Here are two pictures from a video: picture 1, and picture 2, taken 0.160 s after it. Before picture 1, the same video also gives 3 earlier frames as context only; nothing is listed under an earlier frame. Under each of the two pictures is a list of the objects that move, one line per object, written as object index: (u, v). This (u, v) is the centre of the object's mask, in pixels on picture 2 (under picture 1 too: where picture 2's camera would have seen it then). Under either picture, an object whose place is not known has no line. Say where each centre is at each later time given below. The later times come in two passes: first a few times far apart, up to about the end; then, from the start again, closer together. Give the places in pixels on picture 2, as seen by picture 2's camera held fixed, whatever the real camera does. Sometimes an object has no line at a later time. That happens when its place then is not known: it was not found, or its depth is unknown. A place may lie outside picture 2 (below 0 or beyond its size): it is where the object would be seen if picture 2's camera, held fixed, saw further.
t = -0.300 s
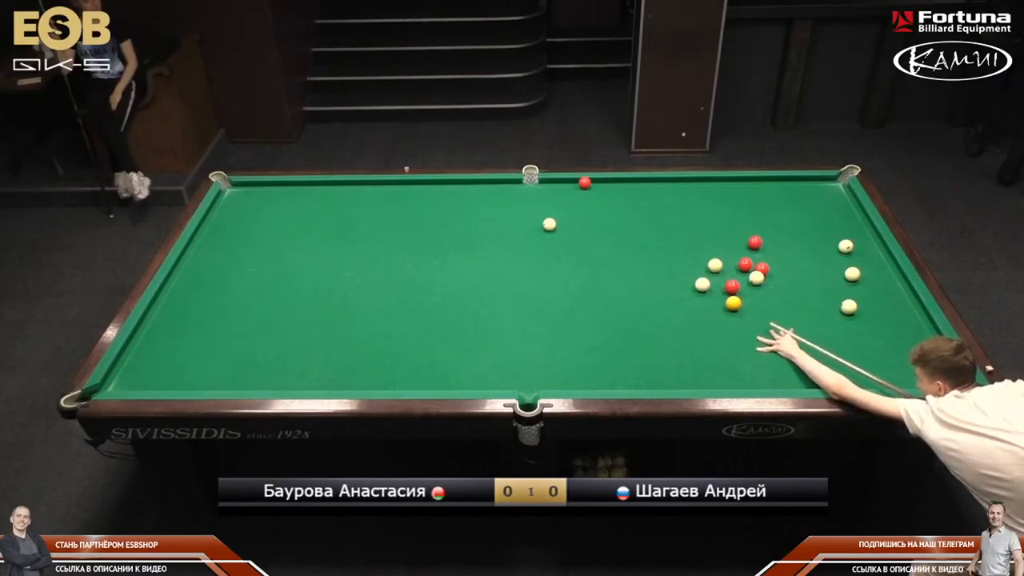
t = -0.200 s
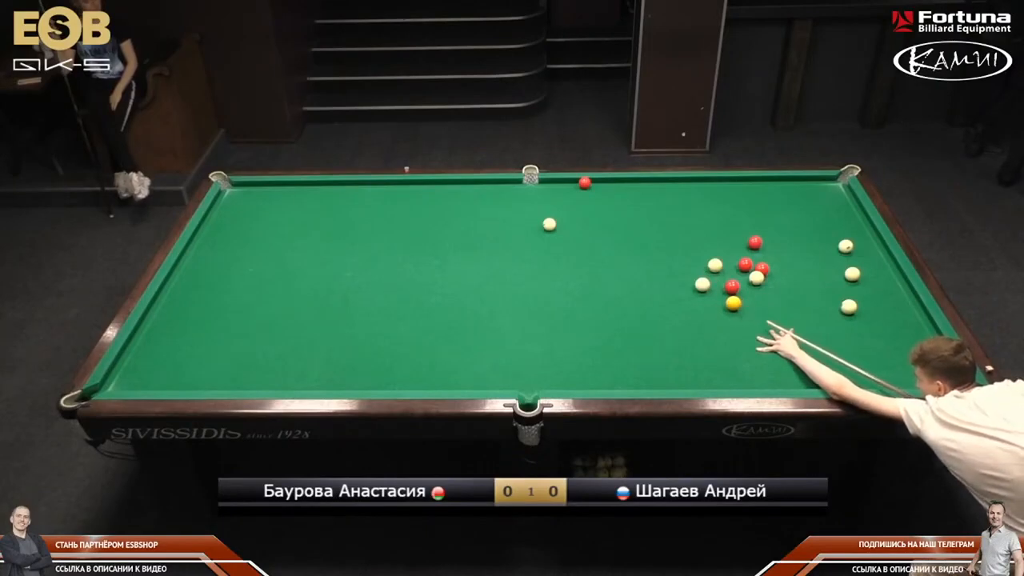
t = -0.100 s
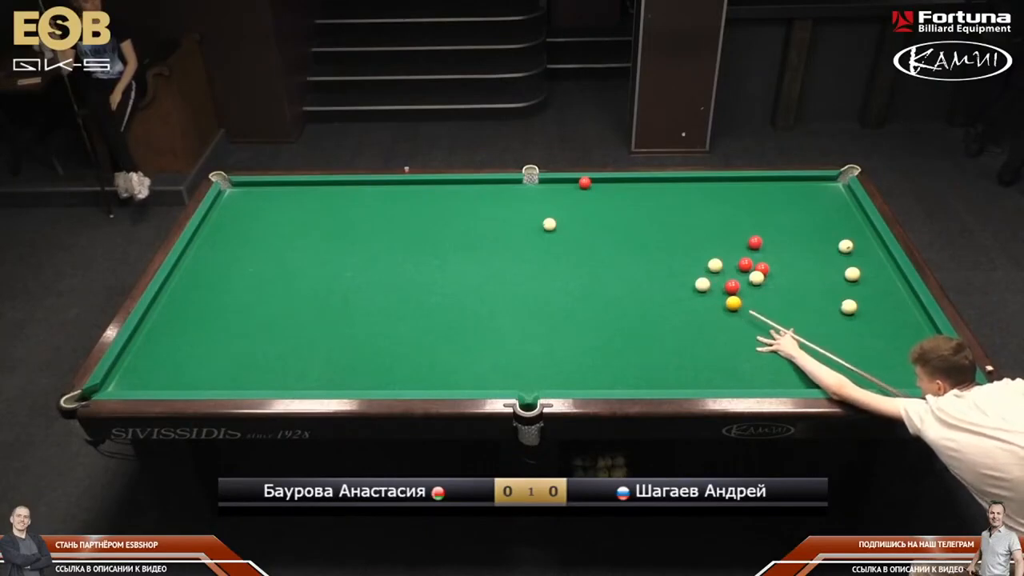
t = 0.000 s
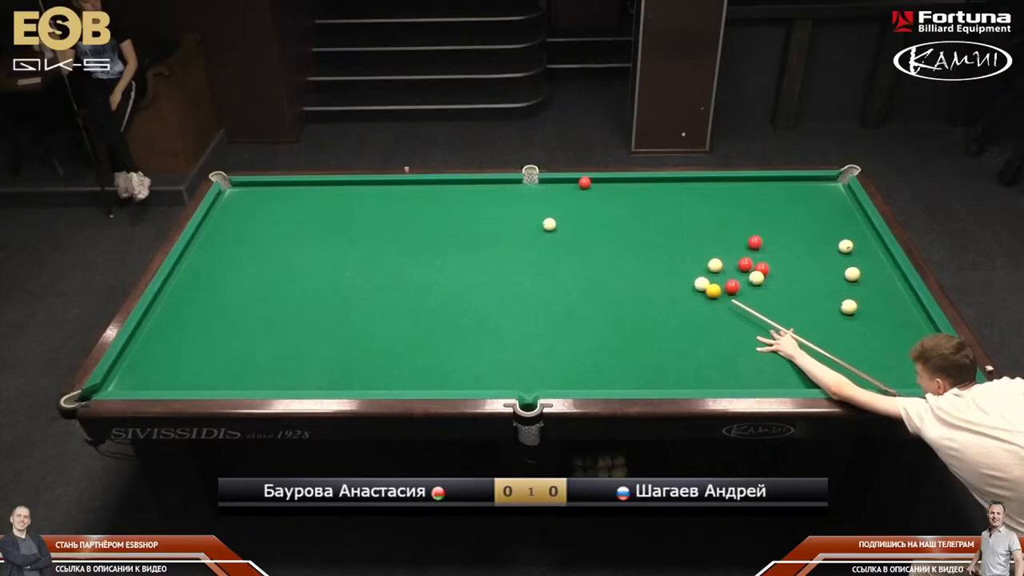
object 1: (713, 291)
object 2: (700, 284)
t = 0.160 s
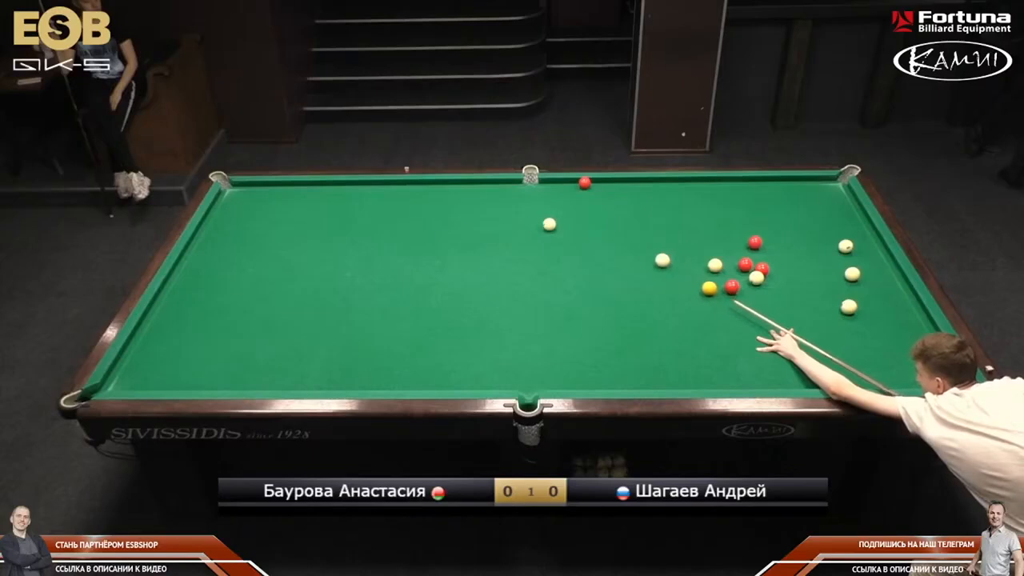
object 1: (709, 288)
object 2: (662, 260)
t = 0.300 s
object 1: (704, 285)
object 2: (637, 245)
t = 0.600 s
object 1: (694, 278)
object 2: (591, 217)
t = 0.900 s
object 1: (686, 272)
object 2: (551, 193)
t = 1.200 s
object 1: (678, 267)
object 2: (531, 179)
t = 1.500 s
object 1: (672, 263)
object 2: (530, 178)
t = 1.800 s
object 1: (667, 259)
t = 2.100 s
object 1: (663, 256)
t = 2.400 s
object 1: (660, 254)
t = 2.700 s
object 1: (657, 252)
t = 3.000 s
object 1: (656, 251)
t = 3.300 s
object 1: (656, 250)
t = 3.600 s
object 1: (656, 250)
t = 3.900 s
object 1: (656, 250)
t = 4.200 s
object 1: (656, 250)
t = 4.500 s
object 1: (656, 250)
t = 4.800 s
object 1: (656, 250)
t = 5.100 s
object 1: (656, 250)
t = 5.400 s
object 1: (656, 250)
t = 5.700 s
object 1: (656, 250)
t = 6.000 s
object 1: (656, 250)
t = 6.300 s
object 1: (656, 250)
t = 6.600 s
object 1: (656, 250)
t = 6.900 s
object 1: (656, 250)
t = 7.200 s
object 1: (656, 250)
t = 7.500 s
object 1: (656, 250)
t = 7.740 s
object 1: (656, 250)
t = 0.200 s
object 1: (708, 287)
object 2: (654, 255)
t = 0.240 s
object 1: (706, 286)
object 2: (647, 251)
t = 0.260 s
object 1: (706, 286)
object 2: (643, 249)
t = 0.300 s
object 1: (704, 285)
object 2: (637, 245)
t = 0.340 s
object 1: (703, 284)
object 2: (630, 241)
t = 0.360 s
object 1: (702, 283)
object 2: (627, 239)
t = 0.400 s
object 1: (701, 283)
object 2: (621, 235)
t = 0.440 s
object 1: (699, 282)
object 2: (615, 231)
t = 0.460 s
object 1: (699, 281)
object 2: (612, 230)
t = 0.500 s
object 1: (697, 280)
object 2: (606, 226)
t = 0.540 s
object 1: (696, 280)
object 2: (600, 222)
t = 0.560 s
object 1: (695, 279)
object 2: (597, 221)
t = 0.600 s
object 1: (694, 278)
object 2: (591, 217)
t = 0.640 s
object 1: (693, 277)
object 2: (585, 214)
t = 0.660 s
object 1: (692, 277)
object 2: (583, 212)
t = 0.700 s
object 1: (691, 276)
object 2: (577, 209)
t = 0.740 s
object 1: (690, 275)
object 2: (572, 205)
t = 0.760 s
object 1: (689, 275)
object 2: (569, 204)
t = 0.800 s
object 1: (688, 274)
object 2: (564, 200)
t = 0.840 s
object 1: (687, 273)
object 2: (558, 197)
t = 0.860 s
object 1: (687, 273)
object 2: (556, 196)
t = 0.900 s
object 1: (686, 272)
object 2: (551, 193)
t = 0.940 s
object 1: (684, 272)
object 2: (546, 190)
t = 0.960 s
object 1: (684, 271)
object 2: (543, 188)
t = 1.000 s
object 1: (683, 271)
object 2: (538, 185)
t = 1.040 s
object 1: (682, 270)
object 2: (533, 182)
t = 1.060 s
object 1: (681, 270)
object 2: (531, 181)
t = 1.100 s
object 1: (681, 269)
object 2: (530, 179)
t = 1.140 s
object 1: (679, 268)
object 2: (530, 179)
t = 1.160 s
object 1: (679, 268)
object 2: (530, 179)
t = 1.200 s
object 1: (678, 267)
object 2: (531, 179)
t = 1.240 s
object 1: (677, 267)
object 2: (530, 179)
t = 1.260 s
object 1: (677, 266)
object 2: (530, 179)
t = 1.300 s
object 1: (676, 266)
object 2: (530, 179)
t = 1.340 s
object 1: (675, 265)
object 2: (530, 179)
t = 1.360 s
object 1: (675, 265)
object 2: (531, 179)
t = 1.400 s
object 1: (674, 264)
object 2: (531, 179)
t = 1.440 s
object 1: (673, 264)
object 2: (531, 179)
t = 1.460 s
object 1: (673, 264)
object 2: (531, 178)
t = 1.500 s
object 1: (672, 263)
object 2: (530, 178)
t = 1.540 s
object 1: (671, 262)
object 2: (530, 178)
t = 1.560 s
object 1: (671, 262)
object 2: (529, 179)
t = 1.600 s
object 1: (670, 262)
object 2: (529, 182)
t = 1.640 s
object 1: (669, 261)
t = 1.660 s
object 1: (669, 261)
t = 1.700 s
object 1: (668, 260)
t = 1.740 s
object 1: (668, 260)
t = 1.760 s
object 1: (668, 260)
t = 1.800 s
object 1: (667, 259)
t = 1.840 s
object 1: (666, 259)
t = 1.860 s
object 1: (666, 258)
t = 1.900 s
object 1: (666, 258)
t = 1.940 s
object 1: (665, 258)
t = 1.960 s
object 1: (665, 258)
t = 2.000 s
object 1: (664, 257)
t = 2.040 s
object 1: (664, 257)
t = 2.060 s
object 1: (663, 257)
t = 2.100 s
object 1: (663, 256)
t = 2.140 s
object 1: (662, 256)
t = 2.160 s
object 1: (662, 256)
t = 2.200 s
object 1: (662, 255)
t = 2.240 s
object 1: (661, 255)
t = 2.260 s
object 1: (661, 255)
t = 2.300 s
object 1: (660, 255)
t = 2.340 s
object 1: (660, 254)
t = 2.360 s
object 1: (660, 254)
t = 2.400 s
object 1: (660, 254)
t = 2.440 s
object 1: (659, 254)
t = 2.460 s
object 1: (659, 253)
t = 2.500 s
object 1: (659, 253)
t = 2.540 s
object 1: (658, 253)
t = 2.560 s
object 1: (658, 253)
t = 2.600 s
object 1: (658, 253)
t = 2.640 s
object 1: (658, 253)
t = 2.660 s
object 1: (658, 252)
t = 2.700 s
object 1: (657, 252)
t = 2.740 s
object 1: (657, 252)
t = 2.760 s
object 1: (657, 252)
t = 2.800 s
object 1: (657, 251)
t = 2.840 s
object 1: (657, 251)
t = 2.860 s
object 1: (657, 251)
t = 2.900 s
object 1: (657, 251)
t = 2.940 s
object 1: (657, 251)
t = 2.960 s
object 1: (656, 251)
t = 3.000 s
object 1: (656, 251)
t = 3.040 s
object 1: (656, 251)
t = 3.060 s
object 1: (656, 251)
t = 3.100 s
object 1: (656, 251)
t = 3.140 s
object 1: (656, 250)
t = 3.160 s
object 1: (656, 250)
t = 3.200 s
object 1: (656, 250)
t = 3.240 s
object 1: (656, 250)
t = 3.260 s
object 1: (656, 250)
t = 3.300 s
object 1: (656, 250)
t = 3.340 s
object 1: (656, 250)
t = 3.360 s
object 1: (656, 250)
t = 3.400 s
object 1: (656, 250)
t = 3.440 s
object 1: (656, 250)
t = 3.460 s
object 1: (656, 250)
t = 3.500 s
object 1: (656, 250)
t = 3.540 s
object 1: (656, 250)
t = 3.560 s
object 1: (656, 250)
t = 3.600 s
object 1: (656, 250)
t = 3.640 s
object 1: (656, 250)
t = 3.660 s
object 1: (656, 250)
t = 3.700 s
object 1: (656, 250)
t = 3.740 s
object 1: (656, 250)
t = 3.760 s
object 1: (656, 250)
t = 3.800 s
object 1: (656, 250)
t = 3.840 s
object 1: (656, 250)
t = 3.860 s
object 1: (656, 250)
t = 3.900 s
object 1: (656, 250)
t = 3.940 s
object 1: (656, 250)
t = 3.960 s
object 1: (656, 250)
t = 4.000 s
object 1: (656, 250)
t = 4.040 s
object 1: (656, 250)
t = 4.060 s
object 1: (656, 250)
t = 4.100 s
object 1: (656, 250)
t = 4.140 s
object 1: (656, 250)
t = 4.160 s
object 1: (656, 250)
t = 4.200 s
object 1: (656, 250)
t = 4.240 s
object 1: (656, 250)
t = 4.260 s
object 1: (656, 250)
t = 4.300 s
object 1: (656, 250)
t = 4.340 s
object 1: (656, 250)
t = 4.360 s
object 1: (656, 250)
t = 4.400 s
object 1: (656, 250)
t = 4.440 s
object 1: (656, 250)
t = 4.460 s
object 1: (656, 250)
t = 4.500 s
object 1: (656, 250)
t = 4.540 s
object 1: (656, 250)
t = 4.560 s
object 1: (656, 250)
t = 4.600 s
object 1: (656, 250)
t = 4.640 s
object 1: (656, 250)
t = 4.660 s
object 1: (656, 250)
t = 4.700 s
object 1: (656, 250)
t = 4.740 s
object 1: (656, 250)
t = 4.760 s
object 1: (656, 250)
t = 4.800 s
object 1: (656, 250)
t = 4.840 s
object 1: (656, 250)
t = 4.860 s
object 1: (656, 250)
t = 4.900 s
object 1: (656, 250)
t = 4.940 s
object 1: (656, 250)
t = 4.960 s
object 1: (656, 250)
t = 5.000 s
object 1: (656, 250)
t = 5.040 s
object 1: (656, 250)
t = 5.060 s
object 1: (656, 250)
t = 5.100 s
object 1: (656, 250)
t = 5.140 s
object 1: (656, 250)
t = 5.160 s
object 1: (656, 250)
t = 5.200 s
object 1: (656, 250)
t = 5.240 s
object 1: (656, 250)
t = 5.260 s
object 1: (656, 250)
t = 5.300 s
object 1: (656, 250)
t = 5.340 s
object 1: (656, 250)
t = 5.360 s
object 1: (656, 250)
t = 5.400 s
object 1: (656, 250)
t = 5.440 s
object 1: (656, 250)
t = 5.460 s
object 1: (656, 250)
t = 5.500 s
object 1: (656, 250)
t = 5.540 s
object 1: (656, 250)
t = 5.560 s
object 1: (656, 250)
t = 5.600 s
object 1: (656, 250)
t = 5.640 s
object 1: (656, 250)
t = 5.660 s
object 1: (656, 250)
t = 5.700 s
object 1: (656, 250)
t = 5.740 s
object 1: (656, 250)
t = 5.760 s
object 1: (656, 250)
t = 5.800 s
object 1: (656, 250)
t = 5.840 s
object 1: (656, 250)
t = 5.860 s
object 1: (656, 250)
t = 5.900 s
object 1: (656, 250)
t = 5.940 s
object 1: (656, 250)
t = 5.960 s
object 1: (656, 250)
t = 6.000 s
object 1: (656, 250)
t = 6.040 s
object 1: (656, 250)
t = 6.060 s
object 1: (656, 250)
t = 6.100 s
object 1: (656, 250)
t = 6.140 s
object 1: (656, 250)
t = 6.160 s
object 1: (656, 250)
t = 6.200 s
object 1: (656, 250)
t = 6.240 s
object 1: (656, 250)
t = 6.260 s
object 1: (656, 250)
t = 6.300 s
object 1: (656, 250)
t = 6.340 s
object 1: (656, 250)
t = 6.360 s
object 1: (656, 250)
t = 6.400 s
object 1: (656, 250)
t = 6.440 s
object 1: (656, 250)
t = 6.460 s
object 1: (656, 250)
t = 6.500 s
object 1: (656, 250)
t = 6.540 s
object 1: (656, 250)
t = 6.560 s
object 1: (656, 250)
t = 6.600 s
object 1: (656, 250)
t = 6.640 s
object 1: (656, 250)
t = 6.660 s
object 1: (656, 250)
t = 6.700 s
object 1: (656, 250)
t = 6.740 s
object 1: (656, 250)
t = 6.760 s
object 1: (656, 250)
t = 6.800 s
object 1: (656, 250)
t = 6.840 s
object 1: (656, 250)
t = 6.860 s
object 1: (656, 250)
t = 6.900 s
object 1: (656, 250)
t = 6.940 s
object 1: (656, 250)
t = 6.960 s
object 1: (656, 250)
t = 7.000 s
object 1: (656, 250)
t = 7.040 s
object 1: (656, 250)
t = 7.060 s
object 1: (656, 250)
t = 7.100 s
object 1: (656, 250)
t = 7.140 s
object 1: (656, 250)
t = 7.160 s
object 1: (656, 250)
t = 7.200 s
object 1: (656, 250)
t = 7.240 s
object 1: (656, 250)
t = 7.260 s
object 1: (656, 250)
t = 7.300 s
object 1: (656, 250)
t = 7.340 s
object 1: (656, 250)
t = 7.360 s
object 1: (656, 250)
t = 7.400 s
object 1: (656, 250)
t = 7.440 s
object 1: (656, 250)
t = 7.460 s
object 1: (656, 250)
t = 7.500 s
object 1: (656, 250)
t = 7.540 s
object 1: (656, 250)
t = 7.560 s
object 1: (656, 250)
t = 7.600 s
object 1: (656, 250)
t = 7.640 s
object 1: (656, 250)
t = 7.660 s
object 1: (656, 250)
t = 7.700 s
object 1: (656, 250)
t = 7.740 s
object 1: (656, 250)
